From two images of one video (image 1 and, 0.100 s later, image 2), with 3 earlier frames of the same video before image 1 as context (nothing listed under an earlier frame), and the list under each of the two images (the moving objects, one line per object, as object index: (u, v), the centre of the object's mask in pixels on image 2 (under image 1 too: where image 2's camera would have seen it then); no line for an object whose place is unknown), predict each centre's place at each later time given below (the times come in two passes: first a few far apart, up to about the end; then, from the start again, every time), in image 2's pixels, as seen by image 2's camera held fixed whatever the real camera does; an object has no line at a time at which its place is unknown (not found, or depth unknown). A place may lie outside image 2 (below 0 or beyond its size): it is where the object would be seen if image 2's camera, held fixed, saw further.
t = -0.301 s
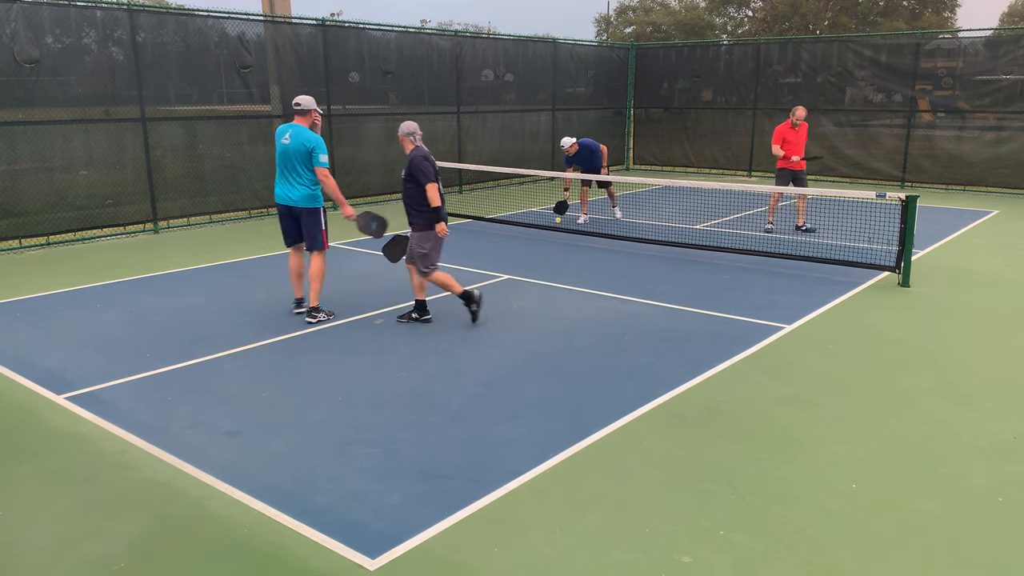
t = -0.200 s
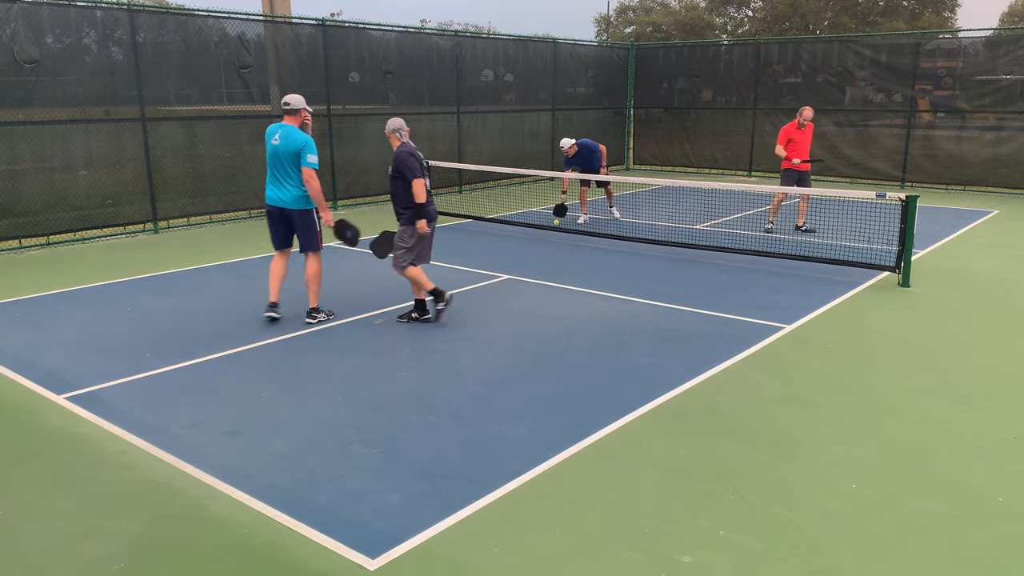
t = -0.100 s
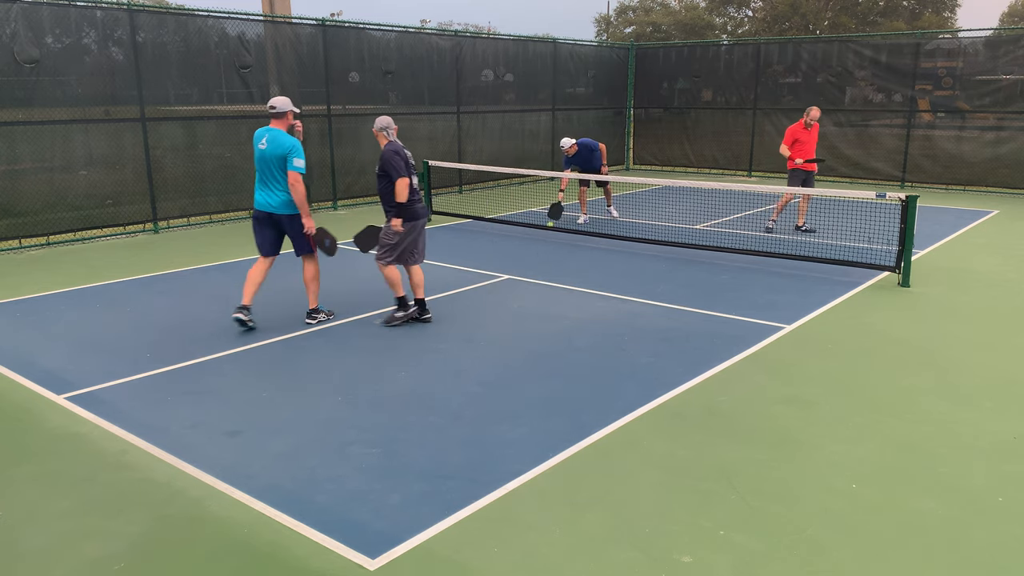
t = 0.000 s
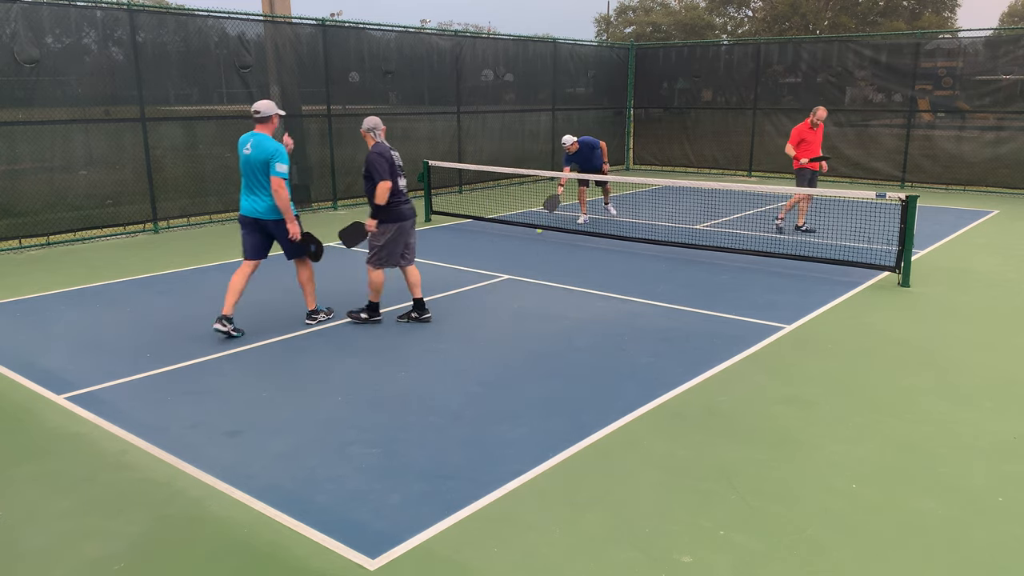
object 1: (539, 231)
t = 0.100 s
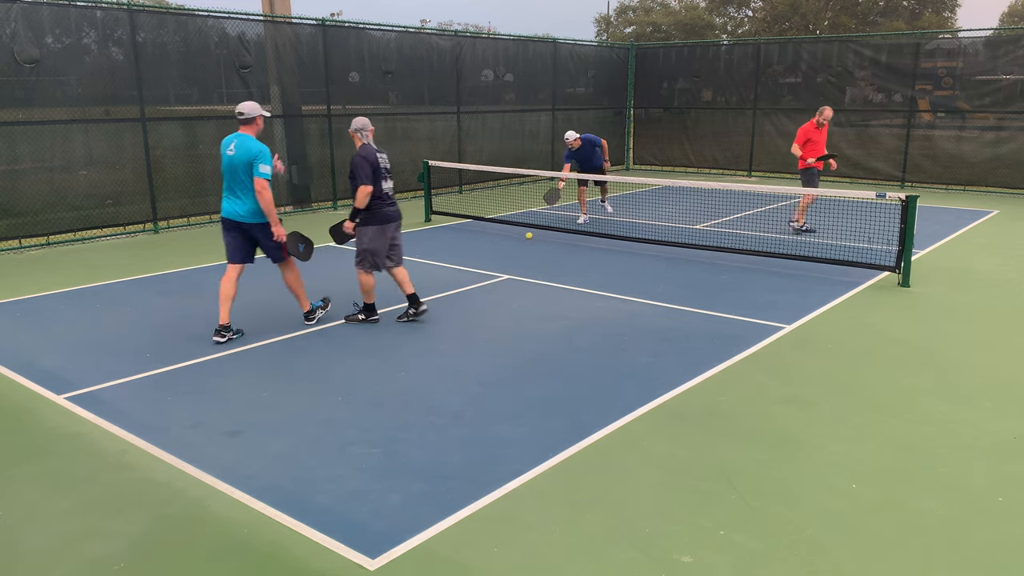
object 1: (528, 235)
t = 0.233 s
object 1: (515, 242)
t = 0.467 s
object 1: (494, 252)
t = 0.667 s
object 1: (475, 262)
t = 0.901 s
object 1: (452, 277)
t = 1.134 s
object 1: (425, 292)
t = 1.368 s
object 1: (396, 309)
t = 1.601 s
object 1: (363, 327)
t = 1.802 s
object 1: (331, 345)
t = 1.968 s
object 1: (301, 363)
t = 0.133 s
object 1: (525, 237)
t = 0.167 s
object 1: (522, 239)
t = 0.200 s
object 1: (518, 241)
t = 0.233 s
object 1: (515, 242)
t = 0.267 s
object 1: (512, 243)
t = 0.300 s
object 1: (509, 246)
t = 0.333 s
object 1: (506, 246)
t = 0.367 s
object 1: (503, 247)
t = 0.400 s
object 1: (500, 249)
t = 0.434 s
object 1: (497, 251)
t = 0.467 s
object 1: (494, 252)
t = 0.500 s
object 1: (491, 253)
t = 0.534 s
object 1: (488, 255)
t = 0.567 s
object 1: (485, 256)
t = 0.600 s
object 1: (482, 258)
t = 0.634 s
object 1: (478, 260)
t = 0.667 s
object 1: (475, 262)
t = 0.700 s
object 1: (472, 264)
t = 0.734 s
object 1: (469, 265)
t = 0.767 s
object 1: (465, 268)
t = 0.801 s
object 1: (462, 271)
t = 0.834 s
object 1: (459, 273)
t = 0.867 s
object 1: (455, 275)
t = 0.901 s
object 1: (452, 277)
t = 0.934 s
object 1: (448, 279)
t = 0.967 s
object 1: (445, 281)
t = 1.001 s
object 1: (441, 283)
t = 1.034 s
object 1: (437, 285)
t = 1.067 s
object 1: (433, 287)
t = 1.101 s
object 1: (429, 289)
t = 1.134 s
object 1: (425, 292)
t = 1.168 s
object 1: (421, 294)
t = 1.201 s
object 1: (417, 296)
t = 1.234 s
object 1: (413, 297)
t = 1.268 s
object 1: (409, 300)
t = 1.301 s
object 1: (405, 303)
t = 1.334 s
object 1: (401, 306)
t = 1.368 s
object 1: (396, 309)
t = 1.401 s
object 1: (392, 311)
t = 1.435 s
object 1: (387, 313)
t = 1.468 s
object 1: (383, 316)
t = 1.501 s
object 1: (378, 319)
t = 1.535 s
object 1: (373, 322)
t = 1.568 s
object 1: (368, 325)
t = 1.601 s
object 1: (363, 327)
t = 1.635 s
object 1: (358, 330)
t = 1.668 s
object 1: (353, 333)
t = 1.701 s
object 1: (348, 336)
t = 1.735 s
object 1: (342, 338)
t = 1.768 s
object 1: (337, 341)
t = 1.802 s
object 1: (331, 345)
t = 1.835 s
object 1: (326, 349)
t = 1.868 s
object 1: (320, 352)
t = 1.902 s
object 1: (314, 356)
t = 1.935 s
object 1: (307, 359)
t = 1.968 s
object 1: (301, 363)
